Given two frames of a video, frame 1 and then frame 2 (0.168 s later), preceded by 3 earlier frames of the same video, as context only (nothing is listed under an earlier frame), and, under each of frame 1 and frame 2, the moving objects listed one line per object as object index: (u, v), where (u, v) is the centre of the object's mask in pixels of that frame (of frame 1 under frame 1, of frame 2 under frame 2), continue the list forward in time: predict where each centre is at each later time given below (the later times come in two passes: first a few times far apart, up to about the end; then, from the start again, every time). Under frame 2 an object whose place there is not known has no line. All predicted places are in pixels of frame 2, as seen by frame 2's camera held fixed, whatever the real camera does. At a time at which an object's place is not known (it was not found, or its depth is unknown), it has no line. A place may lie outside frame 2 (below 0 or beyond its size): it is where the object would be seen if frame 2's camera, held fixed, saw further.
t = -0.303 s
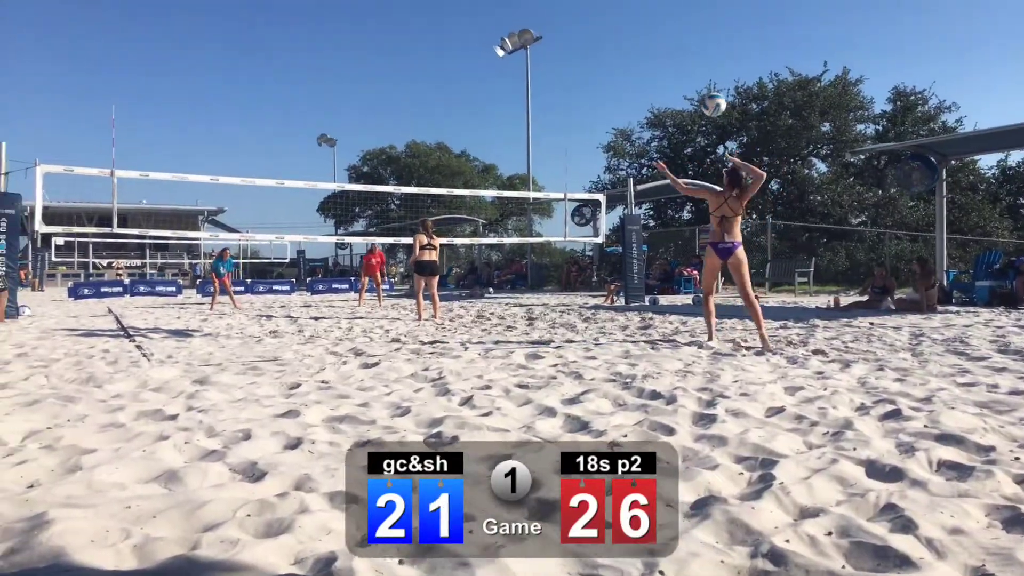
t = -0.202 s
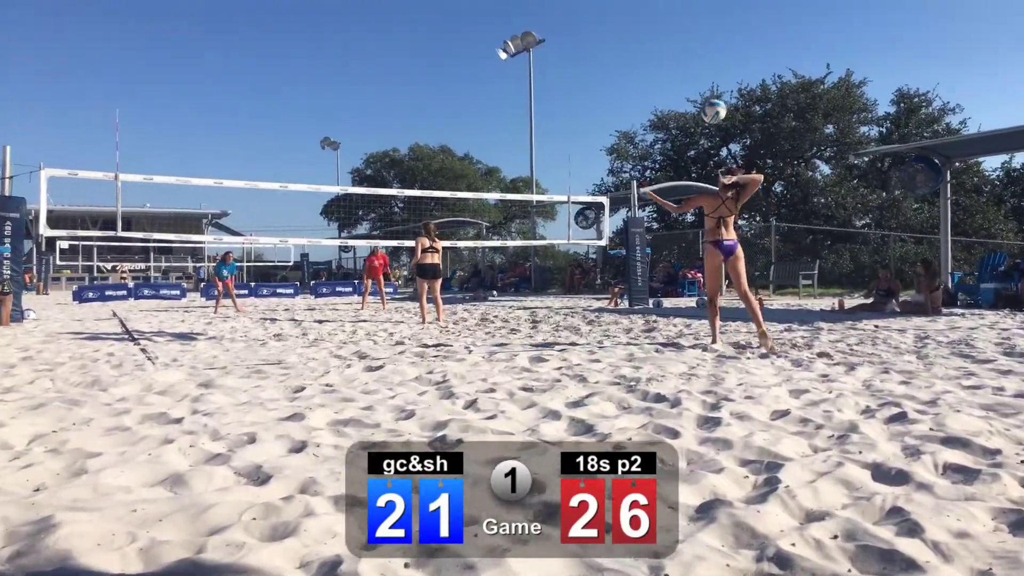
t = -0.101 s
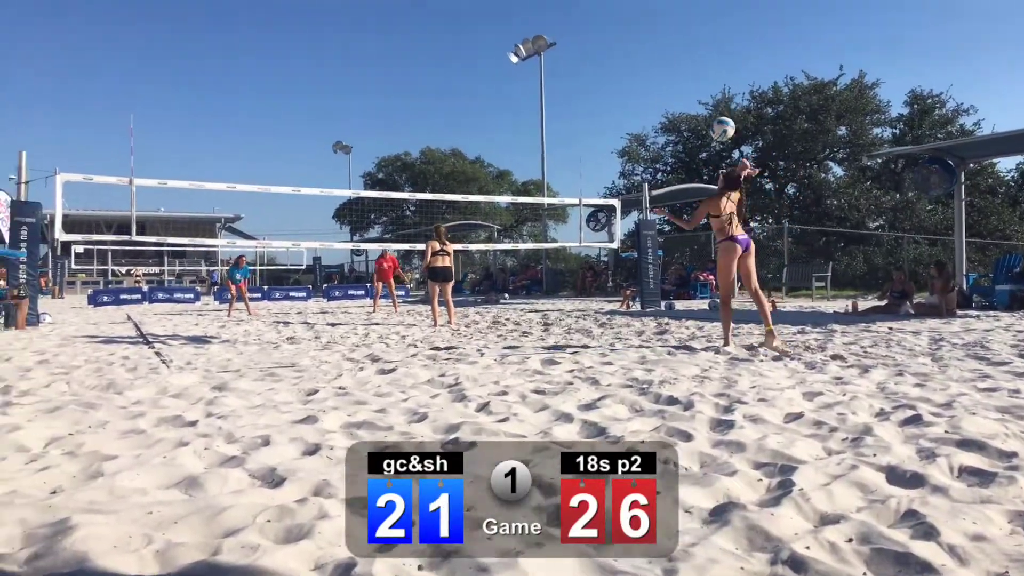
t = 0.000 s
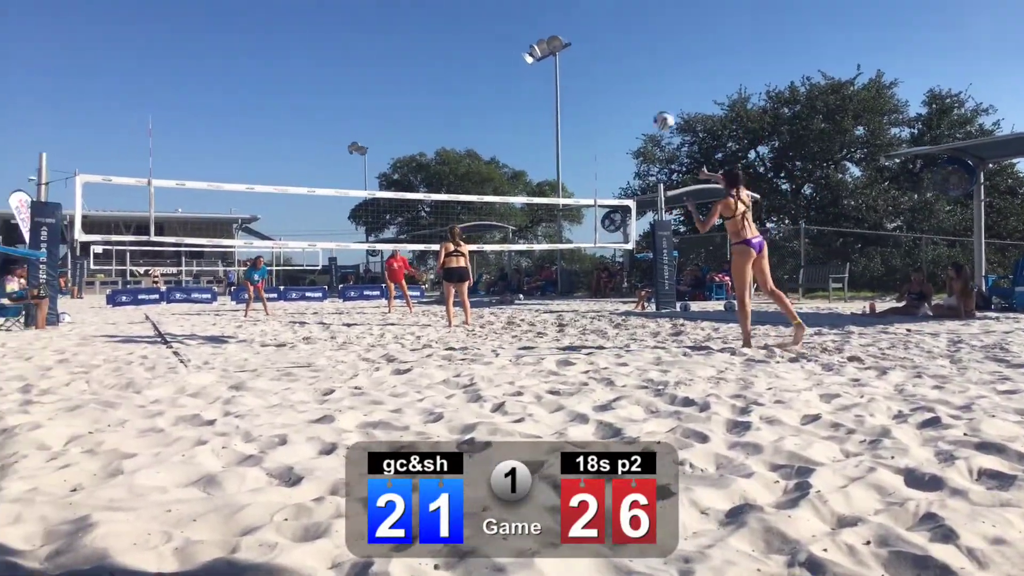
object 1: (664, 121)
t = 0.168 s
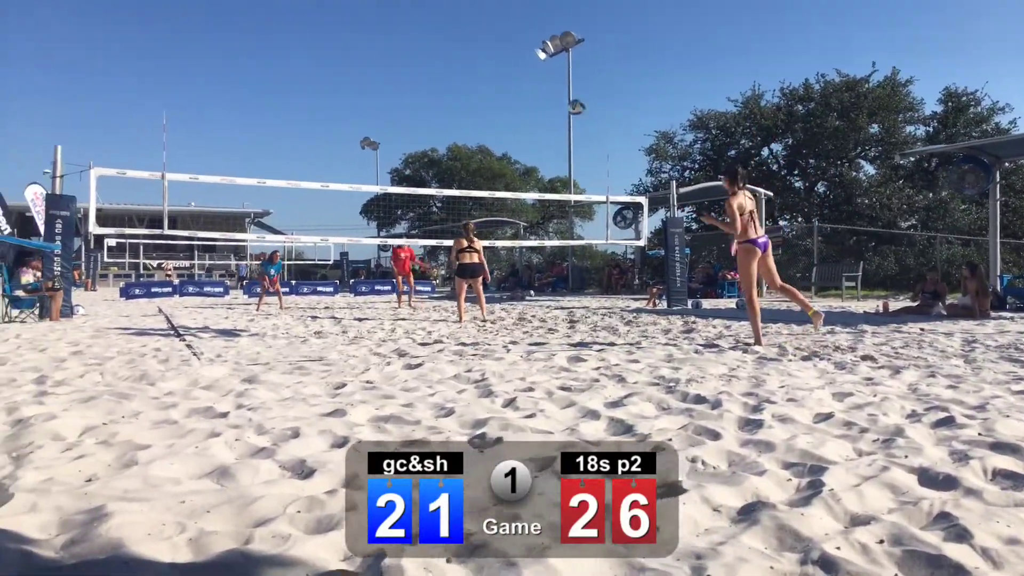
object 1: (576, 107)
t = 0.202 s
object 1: (561, 107)
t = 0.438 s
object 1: (477, 131)
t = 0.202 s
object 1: (561, 107)
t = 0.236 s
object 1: (547, 109)
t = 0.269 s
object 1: (534, 111)
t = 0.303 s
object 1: (521, 114)
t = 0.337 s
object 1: (509, 116)
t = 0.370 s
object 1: (498, 121)
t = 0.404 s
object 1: (488, 127)
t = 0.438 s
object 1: (477, 131)
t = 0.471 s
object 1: (468, 137)
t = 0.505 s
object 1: (458, 142)
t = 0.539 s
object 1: (452, 147)
